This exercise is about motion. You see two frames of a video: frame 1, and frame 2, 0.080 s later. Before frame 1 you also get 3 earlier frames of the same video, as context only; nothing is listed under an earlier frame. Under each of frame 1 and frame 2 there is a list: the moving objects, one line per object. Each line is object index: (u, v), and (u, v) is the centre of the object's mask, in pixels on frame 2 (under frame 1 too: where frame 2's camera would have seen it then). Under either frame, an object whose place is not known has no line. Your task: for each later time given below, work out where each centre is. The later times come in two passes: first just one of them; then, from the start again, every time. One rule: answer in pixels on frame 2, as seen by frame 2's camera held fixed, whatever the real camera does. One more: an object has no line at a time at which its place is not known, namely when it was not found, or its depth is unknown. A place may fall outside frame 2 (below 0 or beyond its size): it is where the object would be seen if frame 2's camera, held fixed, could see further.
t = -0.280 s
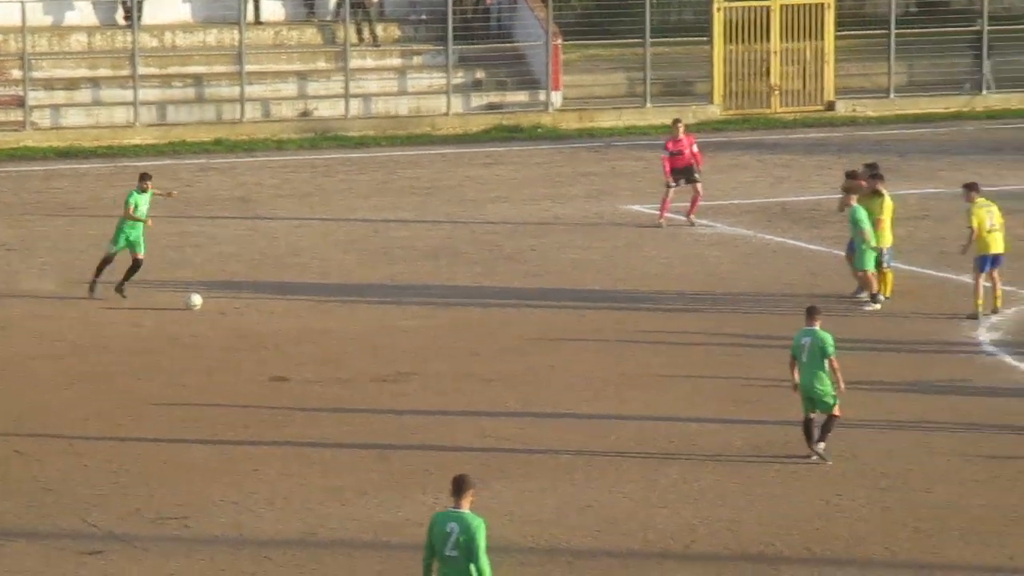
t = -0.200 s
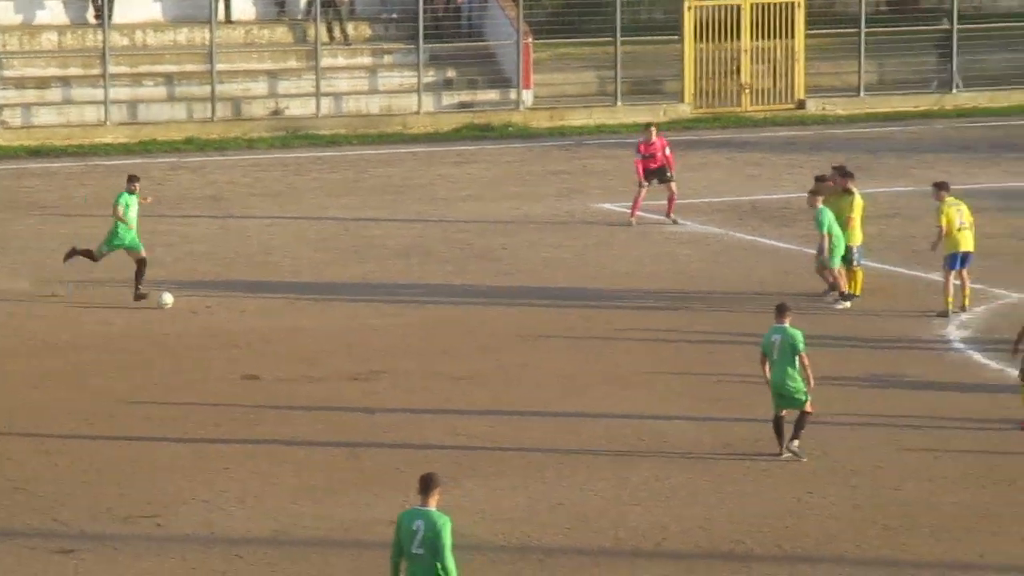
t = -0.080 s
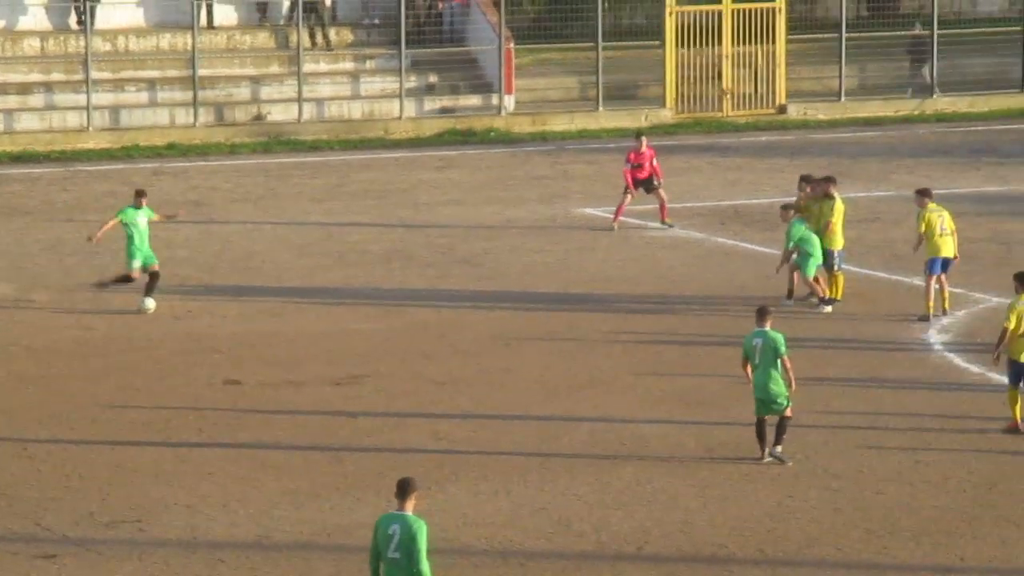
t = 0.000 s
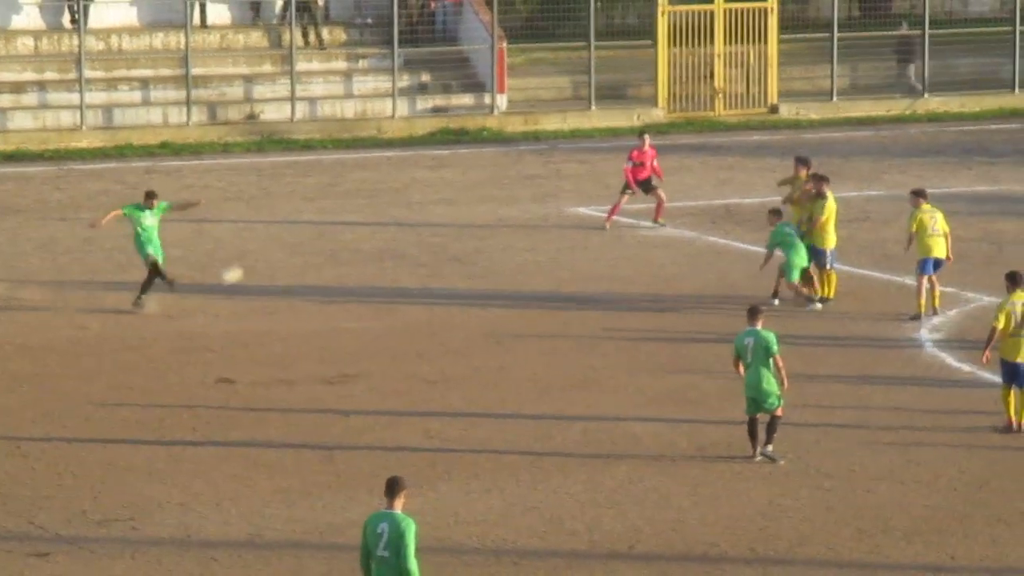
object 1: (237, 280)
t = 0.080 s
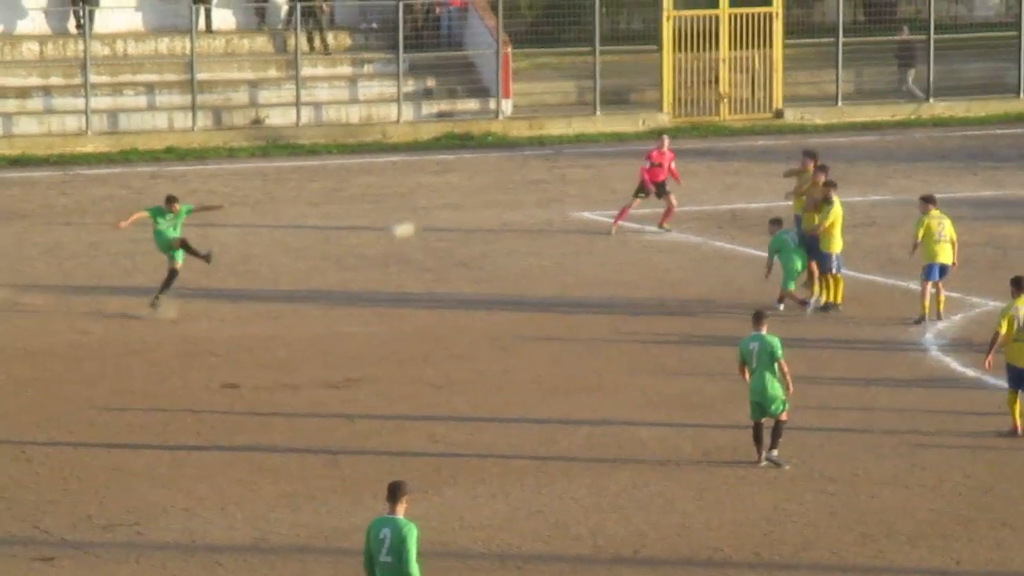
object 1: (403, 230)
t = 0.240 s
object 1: (720, 148)
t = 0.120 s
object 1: (485, 207)
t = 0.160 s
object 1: (565, 186)
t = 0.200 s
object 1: (643, 166)
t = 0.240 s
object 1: (720, 148)
